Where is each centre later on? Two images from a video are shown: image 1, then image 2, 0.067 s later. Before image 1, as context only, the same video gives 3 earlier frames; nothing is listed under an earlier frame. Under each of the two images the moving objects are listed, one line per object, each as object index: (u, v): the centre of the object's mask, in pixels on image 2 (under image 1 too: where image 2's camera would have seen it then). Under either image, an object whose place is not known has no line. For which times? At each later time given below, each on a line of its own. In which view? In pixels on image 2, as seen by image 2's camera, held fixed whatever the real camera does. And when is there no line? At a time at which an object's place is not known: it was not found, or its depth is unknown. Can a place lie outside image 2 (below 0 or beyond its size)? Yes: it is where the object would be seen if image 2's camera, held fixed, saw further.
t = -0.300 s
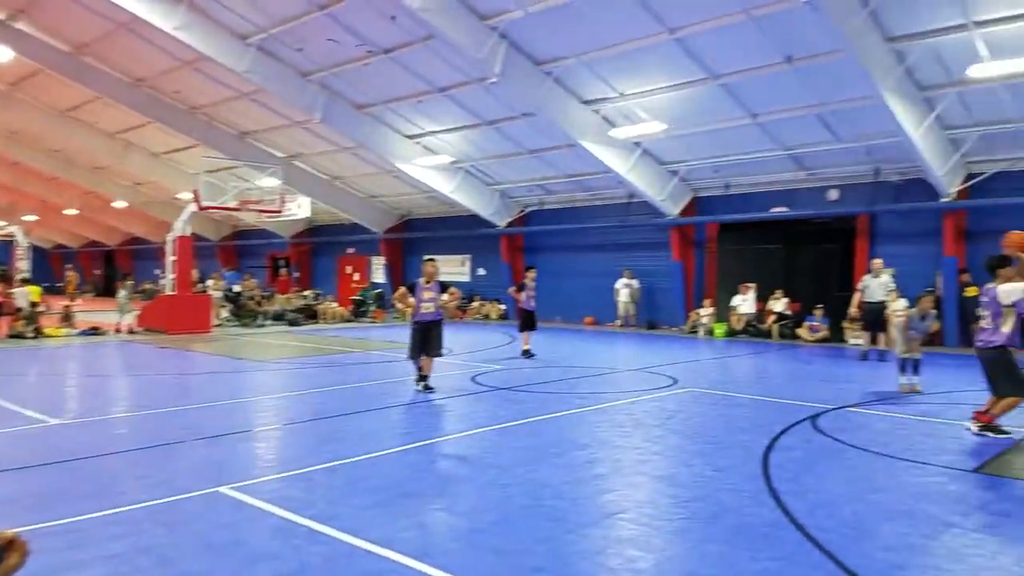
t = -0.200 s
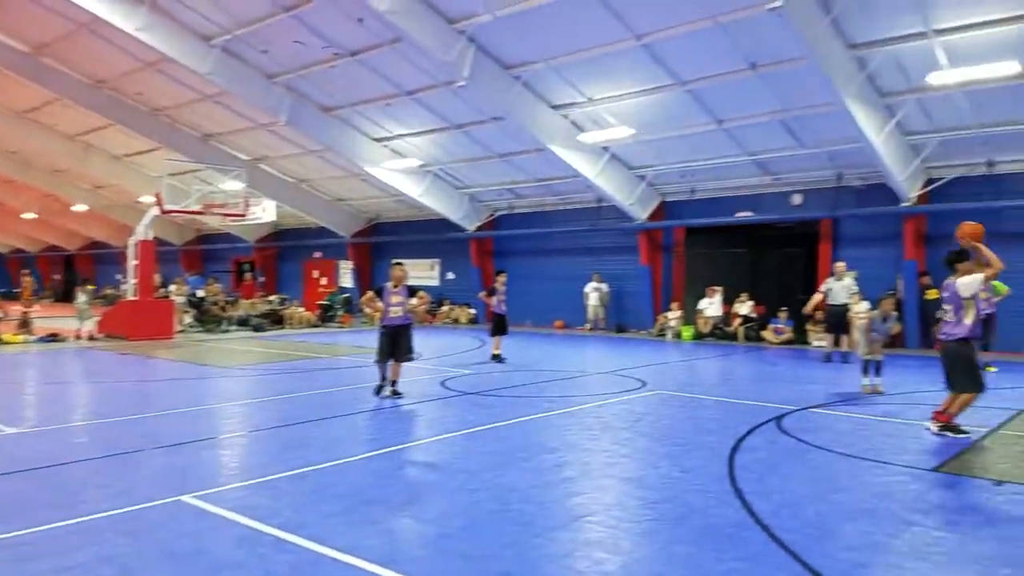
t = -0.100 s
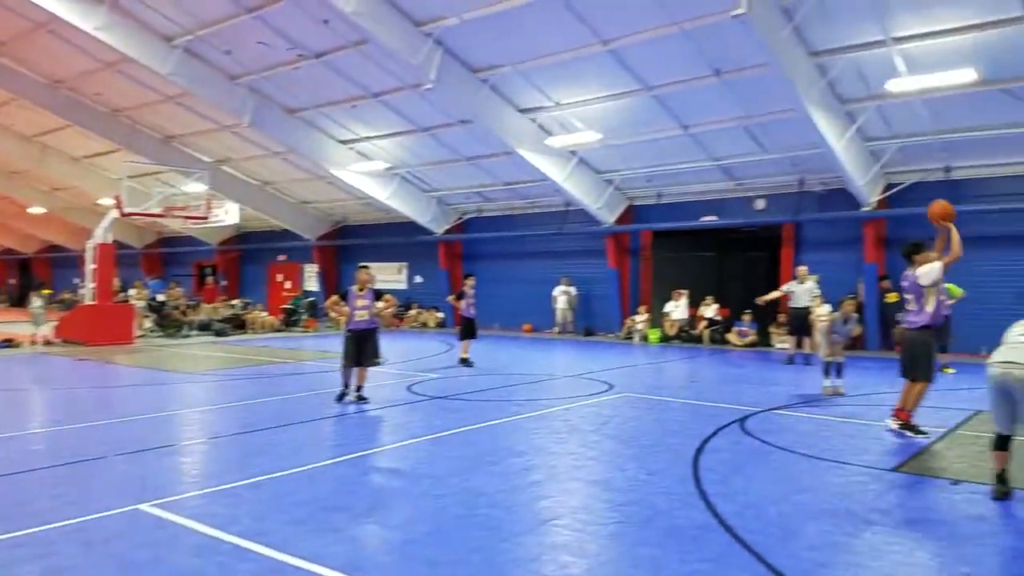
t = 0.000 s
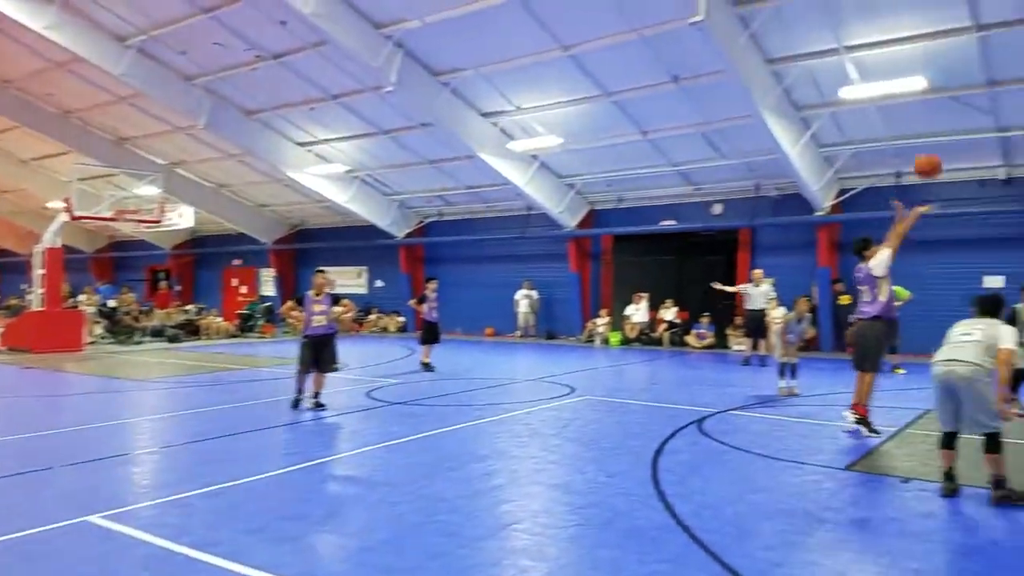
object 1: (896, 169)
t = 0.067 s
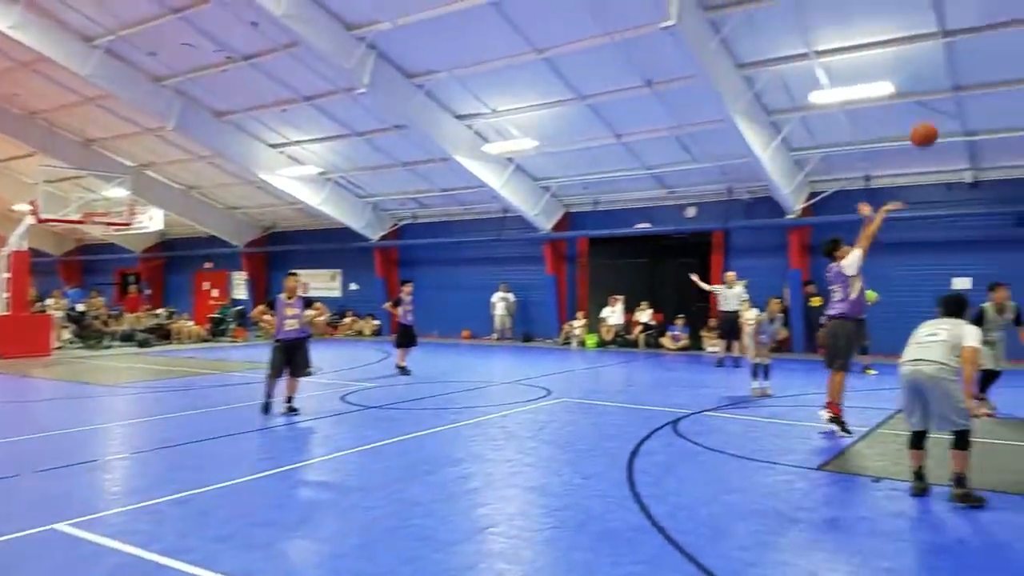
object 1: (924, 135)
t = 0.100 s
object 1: (941, 116)
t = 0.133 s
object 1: (958, 102)
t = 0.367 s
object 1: (1066, 19)
